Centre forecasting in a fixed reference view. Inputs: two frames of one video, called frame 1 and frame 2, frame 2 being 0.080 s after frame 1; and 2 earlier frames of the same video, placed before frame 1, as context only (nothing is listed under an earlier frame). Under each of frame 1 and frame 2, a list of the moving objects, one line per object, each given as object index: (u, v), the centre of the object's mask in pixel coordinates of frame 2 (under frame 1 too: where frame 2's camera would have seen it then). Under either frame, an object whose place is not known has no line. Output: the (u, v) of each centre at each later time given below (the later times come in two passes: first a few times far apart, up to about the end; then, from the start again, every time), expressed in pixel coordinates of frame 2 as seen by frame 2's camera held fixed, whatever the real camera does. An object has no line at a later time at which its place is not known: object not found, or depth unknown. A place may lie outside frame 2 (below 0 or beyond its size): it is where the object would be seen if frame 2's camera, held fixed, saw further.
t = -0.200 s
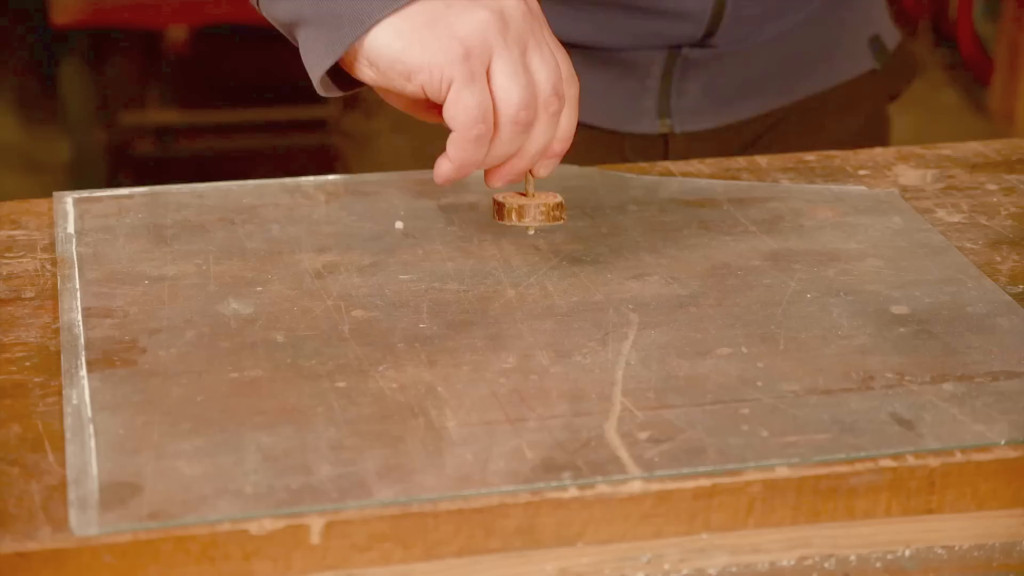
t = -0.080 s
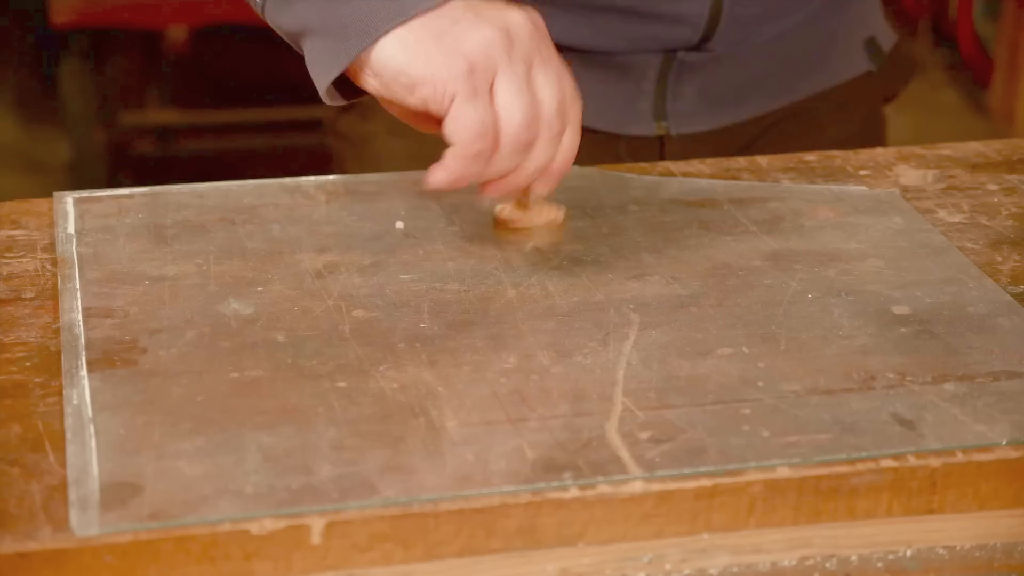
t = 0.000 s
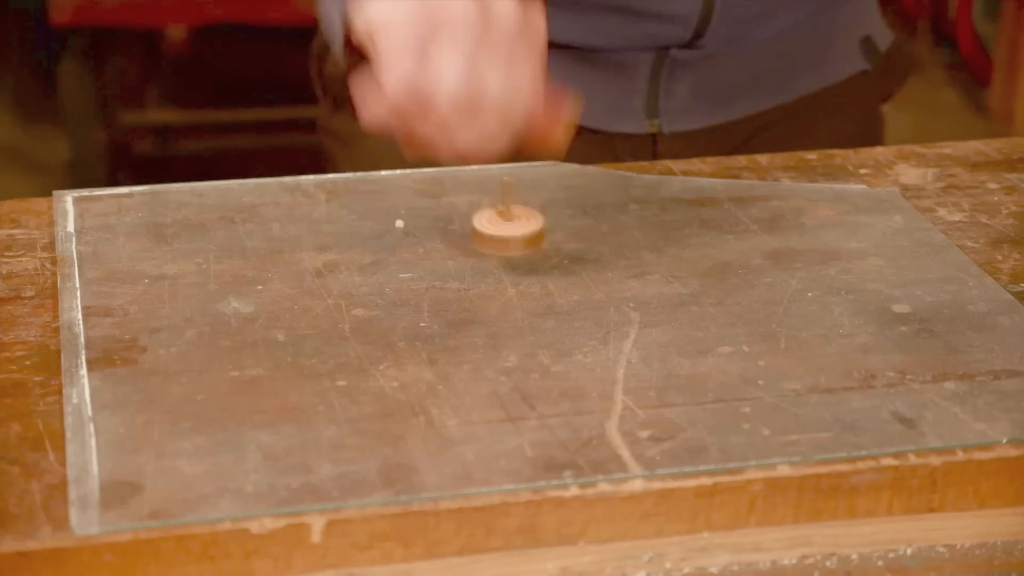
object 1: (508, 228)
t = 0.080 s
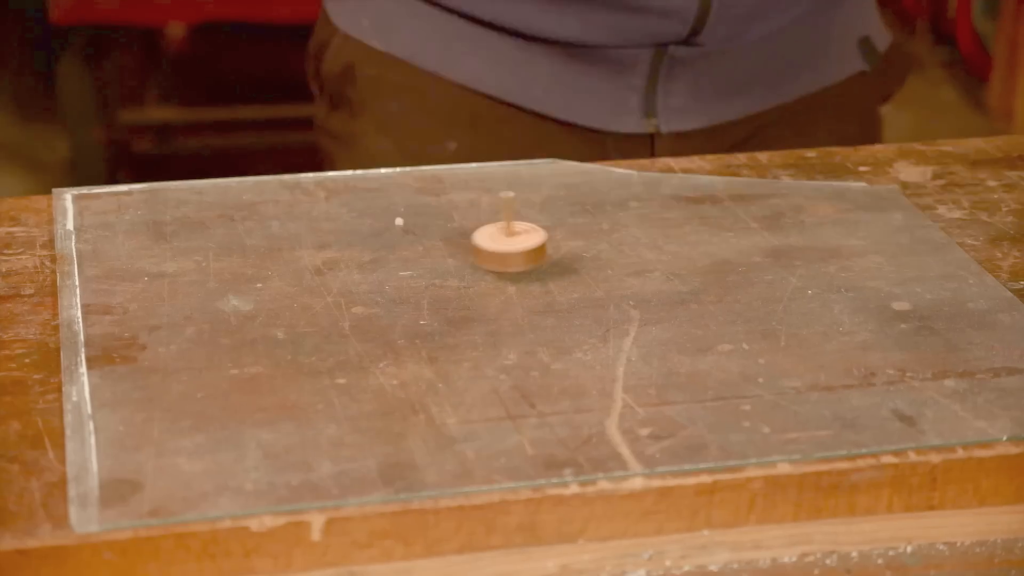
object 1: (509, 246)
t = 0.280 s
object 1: (516, 243)
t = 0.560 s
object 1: (563, 230)
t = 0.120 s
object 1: (511, 248)
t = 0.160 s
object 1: (513, 248)
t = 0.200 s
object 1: (513, 247)
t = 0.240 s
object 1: (514, 245)
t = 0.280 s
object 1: (516, 243)
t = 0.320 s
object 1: (519, 240)
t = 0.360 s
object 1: (524, 237)
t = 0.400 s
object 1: (529, 234)
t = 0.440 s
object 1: (536, 232)
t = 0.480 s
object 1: (544, 229)
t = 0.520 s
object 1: (553, 229)
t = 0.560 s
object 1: (563, 230)
